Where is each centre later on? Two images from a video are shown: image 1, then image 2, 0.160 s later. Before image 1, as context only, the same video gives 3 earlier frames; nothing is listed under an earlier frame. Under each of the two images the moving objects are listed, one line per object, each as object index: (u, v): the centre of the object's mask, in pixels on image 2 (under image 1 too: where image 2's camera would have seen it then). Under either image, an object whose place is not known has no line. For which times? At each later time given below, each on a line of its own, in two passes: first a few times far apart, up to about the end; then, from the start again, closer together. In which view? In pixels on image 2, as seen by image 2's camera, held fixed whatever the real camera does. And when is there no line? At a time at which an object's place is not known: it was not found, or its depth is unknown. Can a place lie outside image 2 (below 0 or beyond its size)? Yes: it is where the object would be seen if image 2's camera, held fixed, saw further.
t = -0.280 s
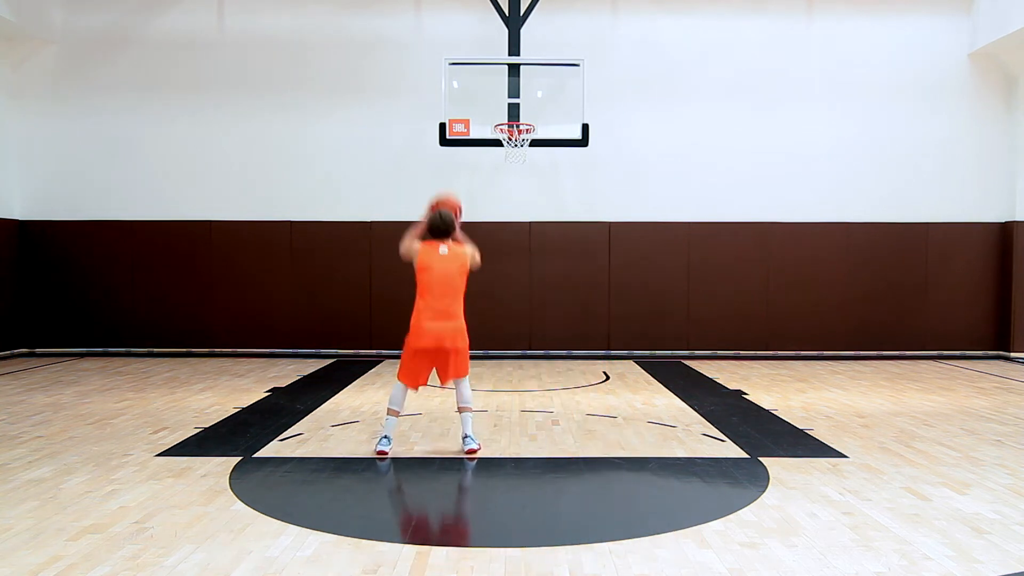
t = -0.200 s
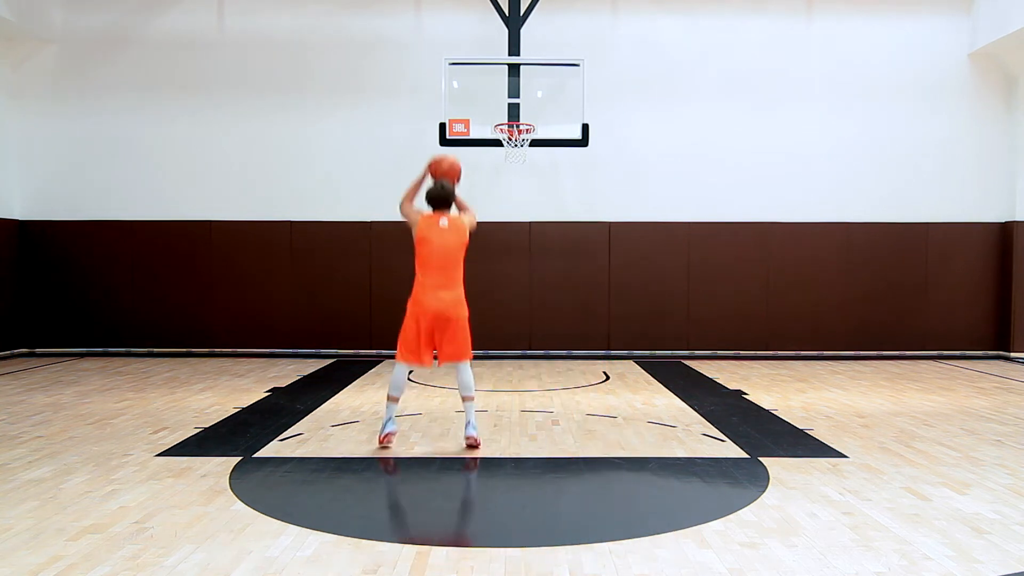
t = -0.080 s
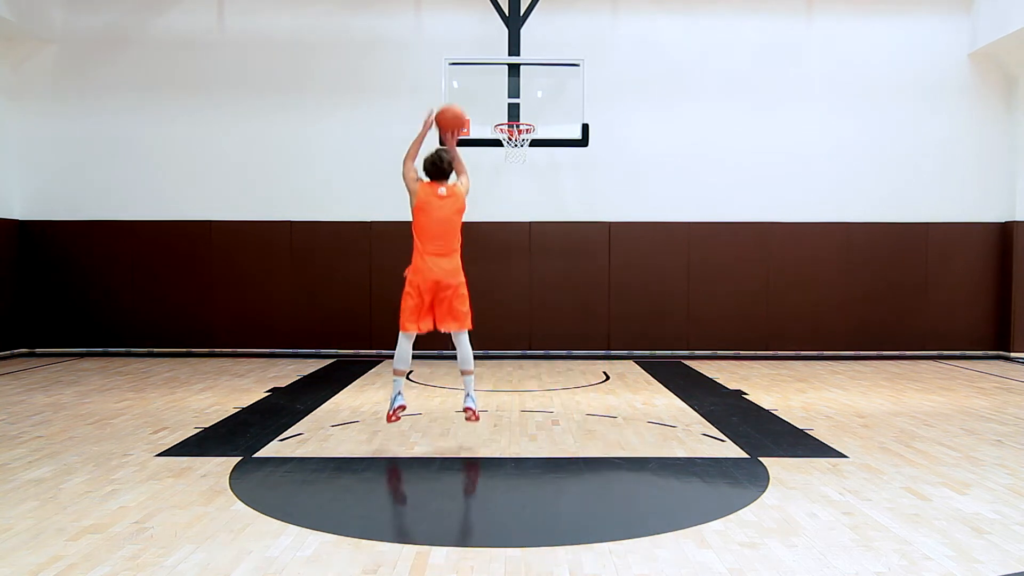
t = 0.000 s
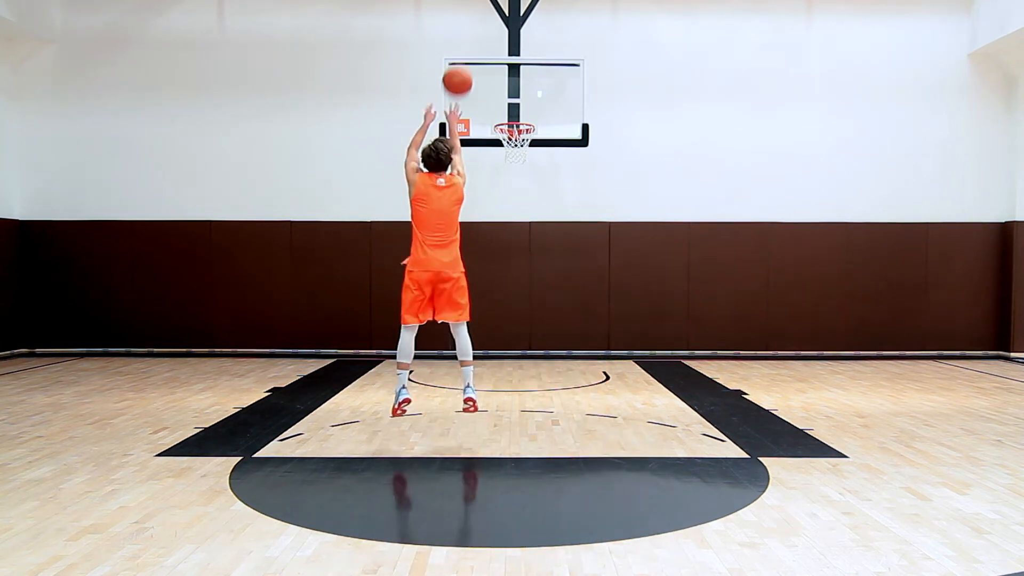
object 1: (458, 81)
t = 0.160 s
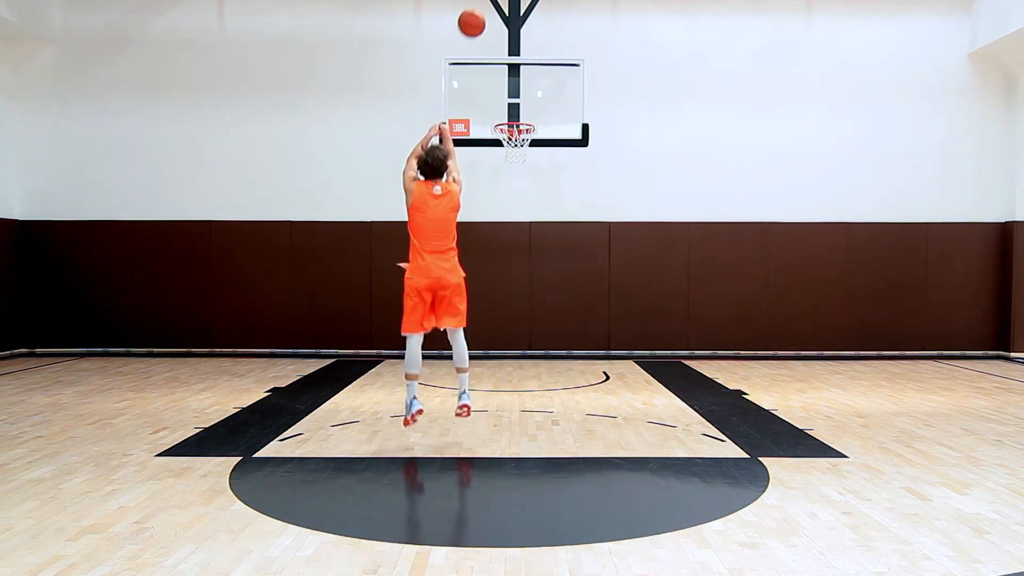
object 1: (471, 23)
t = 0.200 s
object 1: (475, 14)
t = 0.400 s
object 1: (489, 6)
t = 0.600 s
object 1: (501, 25)
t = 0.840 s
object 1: (511, 95)
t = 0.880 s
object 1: (513, 110)
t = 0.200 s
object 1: (475, 14)
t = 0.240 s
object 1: (478, 10)
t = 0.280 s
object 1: (481, 7)
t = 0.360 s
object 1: (487, 6)
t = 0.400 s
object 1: (489, 6)
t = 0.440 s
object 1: (491, 7)
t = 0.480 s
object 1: (494, 8)
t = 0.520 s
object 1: (496, 11)
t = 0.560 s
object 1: (499, 18)
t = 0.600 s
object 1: (501, 25)
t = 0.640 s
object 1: (503, 34)
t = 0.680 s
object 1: (505, 44)
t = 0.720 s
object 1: (506, 55)
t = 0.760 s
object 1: (508, 68)
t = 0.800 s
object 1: (510, 81)
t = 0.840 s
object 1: (511, 95)
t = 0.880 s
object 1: (513, 110)
